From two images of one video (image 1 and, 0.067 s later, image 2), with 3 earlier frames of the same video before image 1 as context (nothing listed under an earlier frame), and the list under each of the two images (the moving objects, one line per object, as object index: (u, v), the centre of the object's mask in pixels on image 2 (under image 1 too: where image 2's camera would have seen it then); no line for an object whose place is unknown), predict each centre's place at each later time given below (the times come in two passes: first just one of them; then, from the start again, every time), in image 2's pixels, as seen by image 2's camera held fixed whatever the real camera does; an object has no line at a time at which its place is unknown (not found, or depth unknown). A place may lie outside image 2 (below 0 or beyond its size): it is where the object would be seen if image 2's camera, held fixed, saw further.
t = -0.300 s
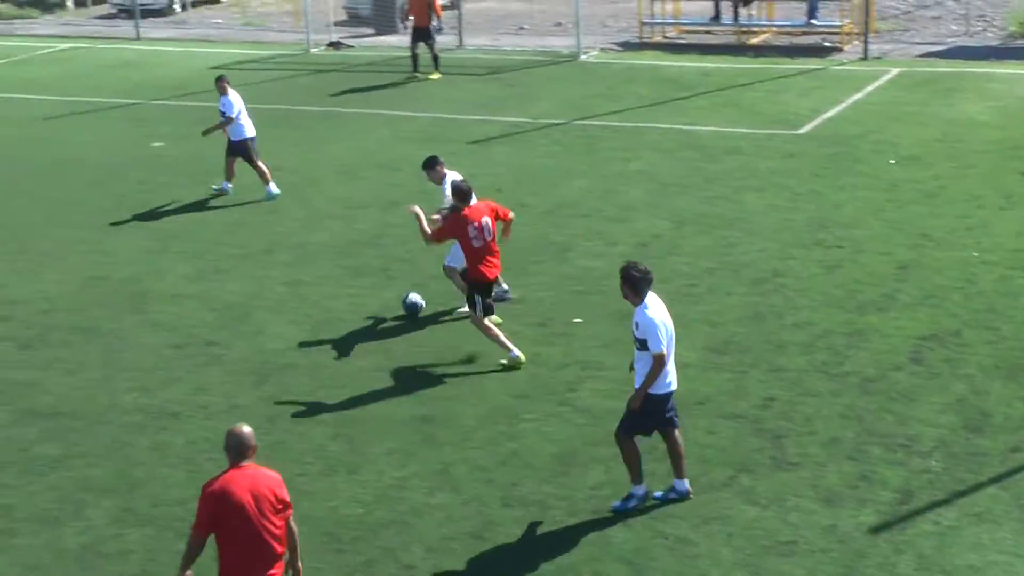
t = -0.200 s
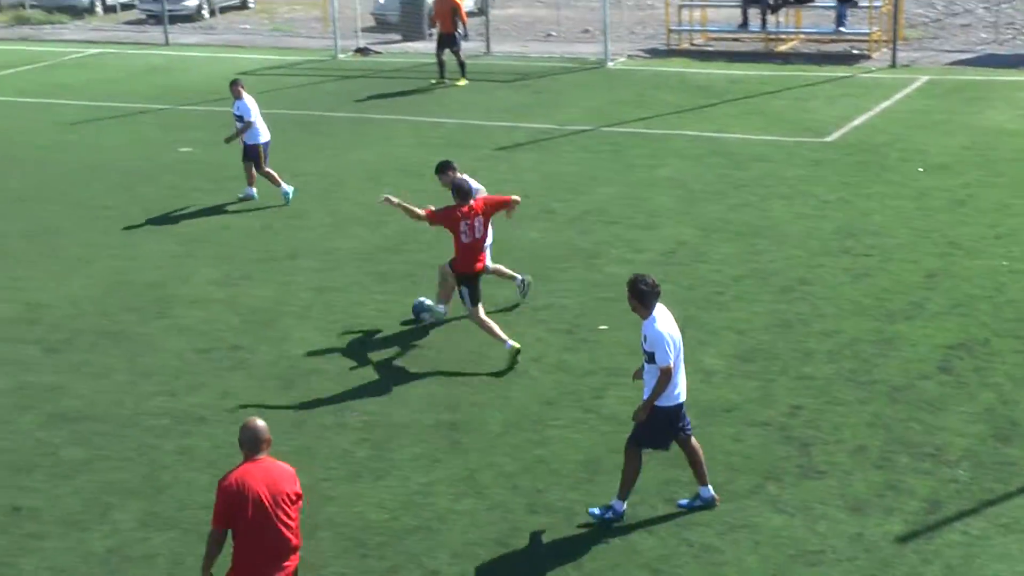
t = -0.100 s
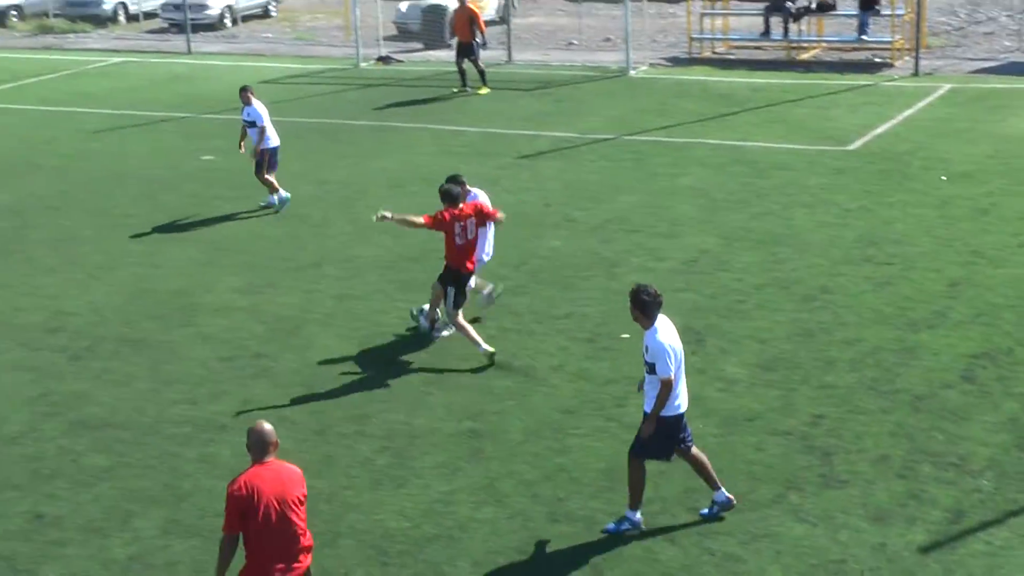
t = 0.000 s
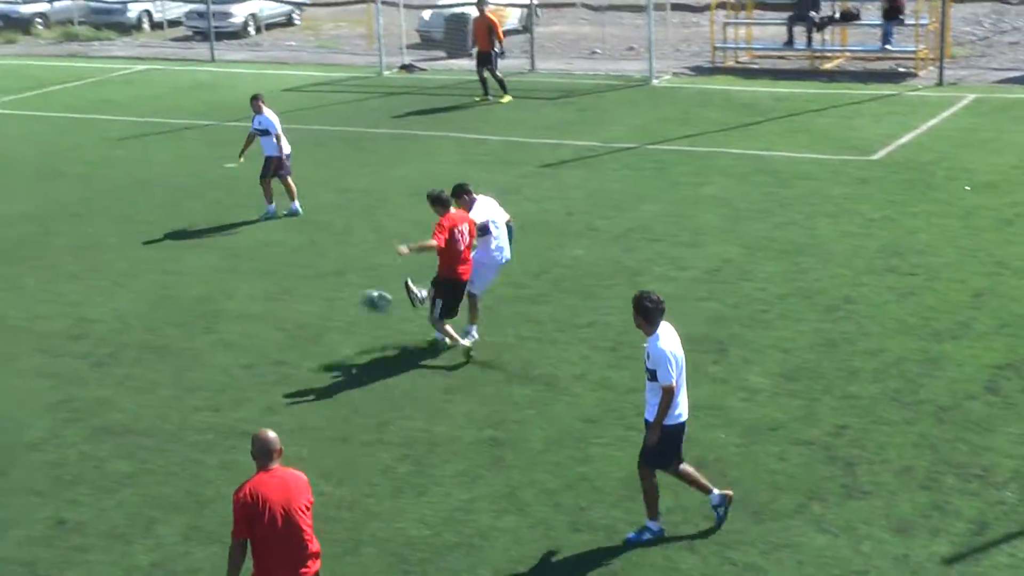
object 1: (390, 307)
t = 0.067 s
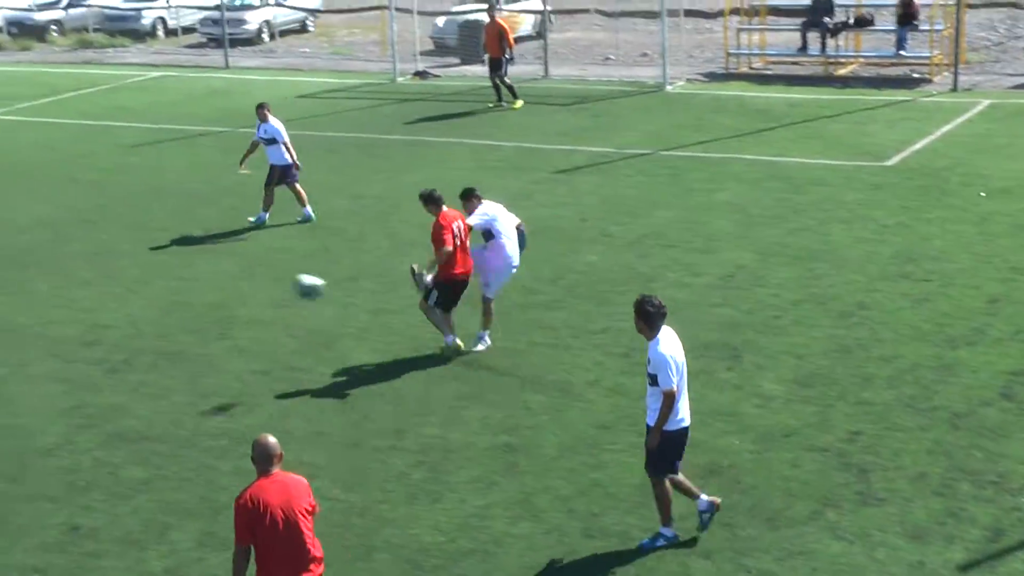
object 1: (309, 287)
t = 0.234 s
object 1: (79, 246)
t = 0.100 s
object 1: (268, 277)
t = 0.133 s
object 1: (222, 267)
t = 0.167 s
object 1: (177, 259)
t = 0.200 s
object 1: (130, 252)
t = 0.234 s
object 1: (79, 246)
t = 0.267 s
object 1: (29, 240)
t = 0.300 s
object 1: (-25, 236)
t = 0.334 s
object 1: (-82, 233)
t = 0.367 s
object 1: (-140, 231)
